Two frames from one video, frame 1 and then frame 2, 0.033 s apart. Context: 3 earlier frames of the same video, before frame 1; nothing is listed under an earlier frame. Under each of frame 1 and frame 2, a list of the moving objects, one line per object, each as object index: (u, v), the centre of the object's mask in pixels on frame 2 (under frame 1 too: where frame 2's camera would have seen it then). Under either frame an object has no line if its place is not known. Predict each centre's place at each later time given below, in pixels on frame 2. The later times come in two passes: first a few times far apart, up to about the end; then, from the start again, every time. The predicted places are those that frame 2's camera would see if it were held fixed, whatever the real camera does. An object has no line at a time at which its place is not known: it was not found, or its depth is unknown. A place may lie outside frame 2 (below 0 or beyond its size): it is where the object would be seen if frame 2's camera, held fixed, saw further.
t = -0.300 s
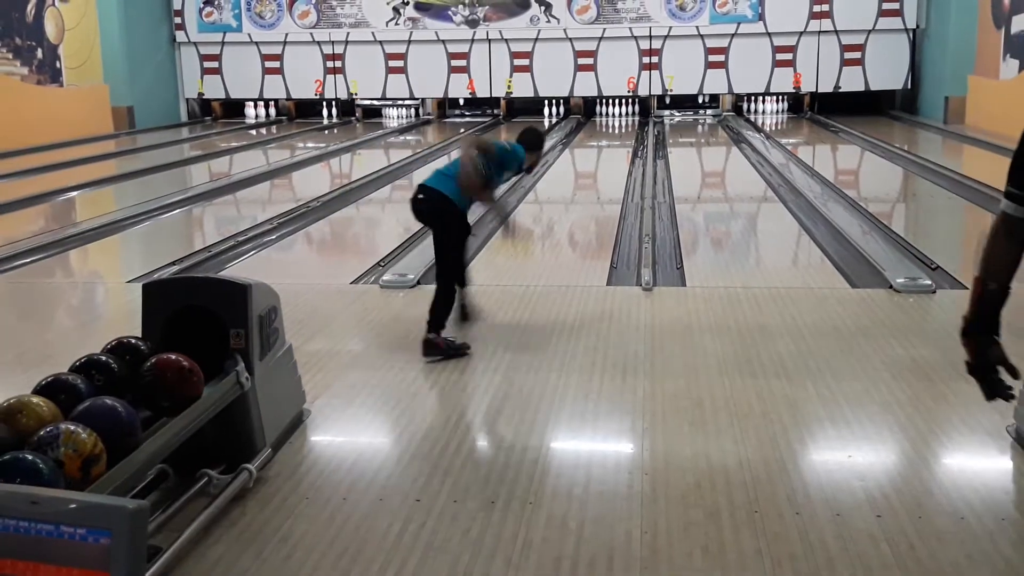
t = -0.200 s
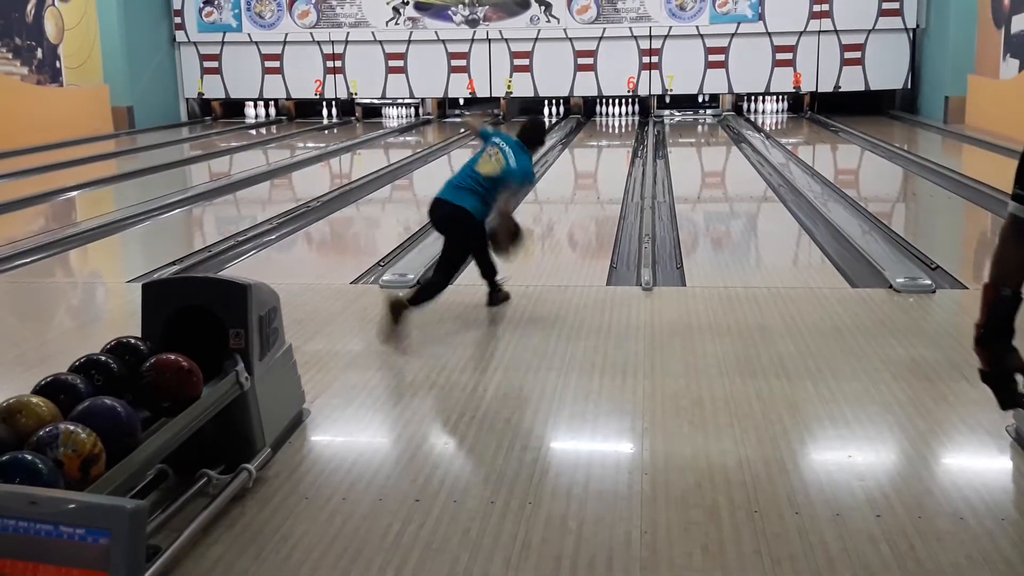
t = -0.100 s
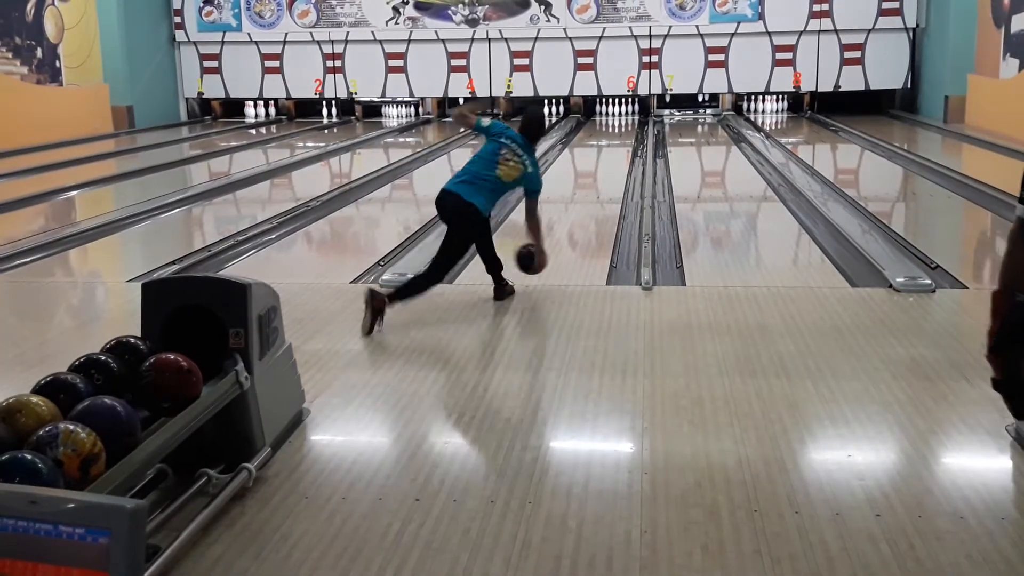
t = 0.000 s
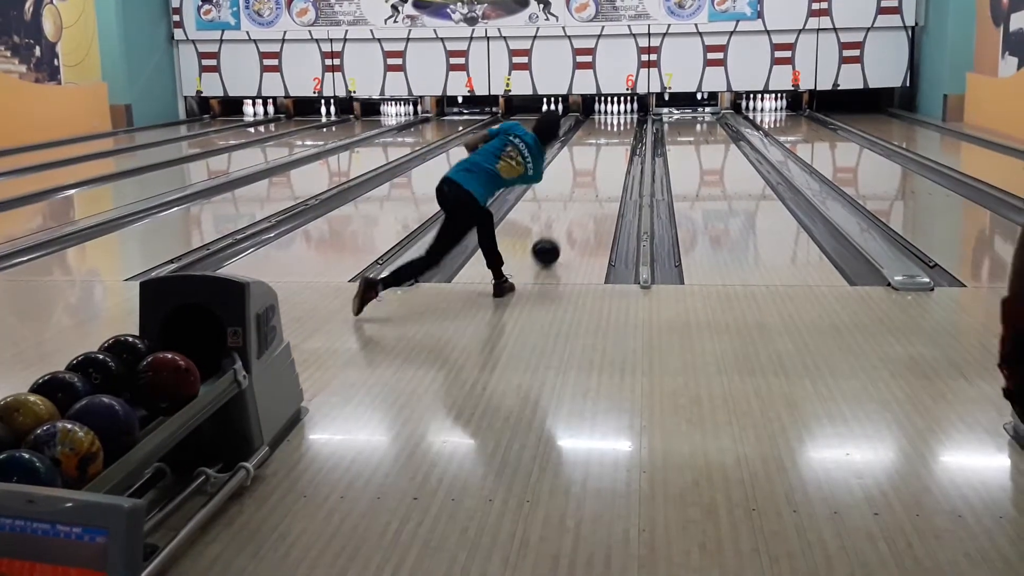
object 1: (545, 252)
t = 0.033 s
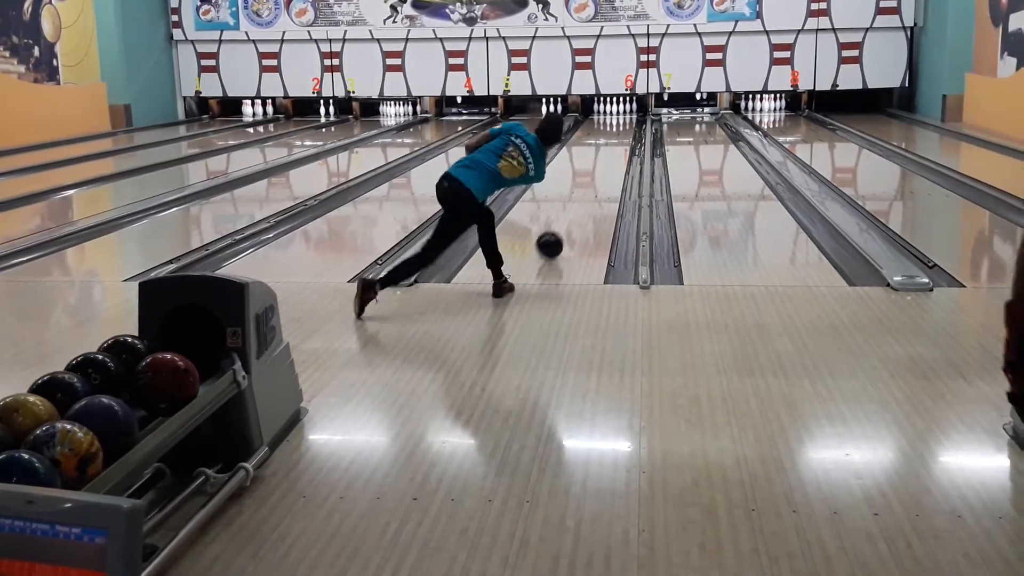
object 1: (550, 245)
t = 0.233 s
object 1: (572, 214)
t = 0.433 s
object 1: (588, 191)
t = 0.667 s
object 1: (603, 171)
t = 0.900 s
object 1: (613, 155)
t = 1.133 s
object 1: (619, 143)
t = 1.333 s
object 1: (623, 135)
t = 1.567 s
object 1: (625, 127)
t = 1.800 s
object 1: (625, 120)
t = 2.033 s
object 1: (622, 115)
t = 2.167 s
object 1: (620, 112)
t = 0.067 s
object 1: (554, 239)
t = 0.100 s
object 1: (558, 234)
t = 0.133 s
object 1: (562, 229)
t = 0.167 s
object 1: (566, 224)
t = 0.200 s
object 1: (569, 219)
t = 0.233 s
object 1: (572, 214)
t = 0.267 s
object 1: (575, 210)
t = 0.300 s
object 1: (578, 206)
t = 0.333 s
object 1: (581, 201)
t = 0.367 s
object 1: (584, 198)
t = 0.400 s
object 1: (586, 194)
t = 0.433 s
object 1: (588, 191)
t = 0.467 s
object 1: (591, 188)
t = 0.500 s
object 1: (593, 184)
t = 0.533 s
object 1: (595, 181)
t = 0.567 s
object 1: (597, 179)
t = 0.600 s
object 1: (599, 176)
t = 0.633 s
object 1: (601, 173)
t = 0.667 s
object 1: (603, 171)
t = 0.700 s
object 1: (604, 168)
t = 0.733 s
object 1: (606, 166)
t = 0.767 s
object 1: (608, 163)
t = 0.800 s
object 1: (609, 161)
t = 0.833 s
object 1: (611, 159)
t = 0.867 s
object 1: (612, 157)
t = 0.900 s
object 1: (613, 155)
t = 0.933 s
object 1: (614, 153)
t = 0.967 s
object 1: (615, 151)
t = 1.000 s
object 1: (616, 150)
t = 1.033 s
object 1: (617, 148)
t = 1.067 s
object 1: (618, 146)
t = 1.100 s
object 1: (618, 145)
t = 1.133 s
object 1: (619, 143)
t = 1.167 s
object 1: (620, 142)
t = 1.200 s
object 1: (621, 141)
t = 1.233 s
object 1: (621, 139)
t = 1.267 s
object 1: (622, 137)
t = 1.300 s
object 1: (623, 136)
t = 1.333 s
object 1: (623, 135)
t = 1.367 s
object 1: (623, 134)
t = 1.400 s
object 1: (624, 133)
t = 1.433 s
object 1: (624, 131)
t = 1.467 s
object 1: (625, 130)
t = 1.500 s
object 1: (625, 129)
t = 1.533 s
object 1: (625, 128)
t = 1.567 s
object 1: (625, 127)
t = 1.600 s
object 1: (626, 126)
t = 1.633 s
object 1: (625, 125)
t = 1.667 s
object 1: (625, 124)
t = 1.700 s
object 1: (625, 123)
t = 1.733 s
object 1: (625, 122)
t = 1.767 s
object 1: (625, 121)
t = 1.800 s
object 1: (625, 120)
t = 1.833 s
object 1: (625, 119)
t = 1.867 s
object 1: (624, 119)
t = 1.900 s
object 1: (624, 118)
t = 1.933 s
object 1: (623, 117)
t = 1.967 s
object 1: (623, 116)
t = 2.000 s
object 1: (622, 115)
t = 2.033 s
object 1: (622, 115)
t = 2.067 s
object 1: (621, 114)
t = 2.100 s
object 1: (621, 113)
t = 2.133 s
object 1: (620, 113)
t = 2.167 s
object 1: (620, 112)
